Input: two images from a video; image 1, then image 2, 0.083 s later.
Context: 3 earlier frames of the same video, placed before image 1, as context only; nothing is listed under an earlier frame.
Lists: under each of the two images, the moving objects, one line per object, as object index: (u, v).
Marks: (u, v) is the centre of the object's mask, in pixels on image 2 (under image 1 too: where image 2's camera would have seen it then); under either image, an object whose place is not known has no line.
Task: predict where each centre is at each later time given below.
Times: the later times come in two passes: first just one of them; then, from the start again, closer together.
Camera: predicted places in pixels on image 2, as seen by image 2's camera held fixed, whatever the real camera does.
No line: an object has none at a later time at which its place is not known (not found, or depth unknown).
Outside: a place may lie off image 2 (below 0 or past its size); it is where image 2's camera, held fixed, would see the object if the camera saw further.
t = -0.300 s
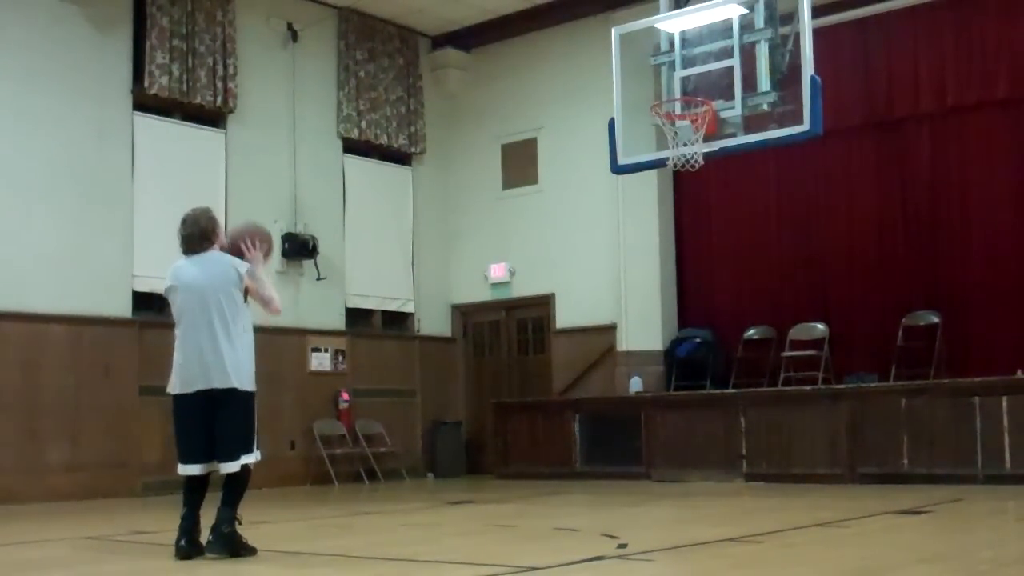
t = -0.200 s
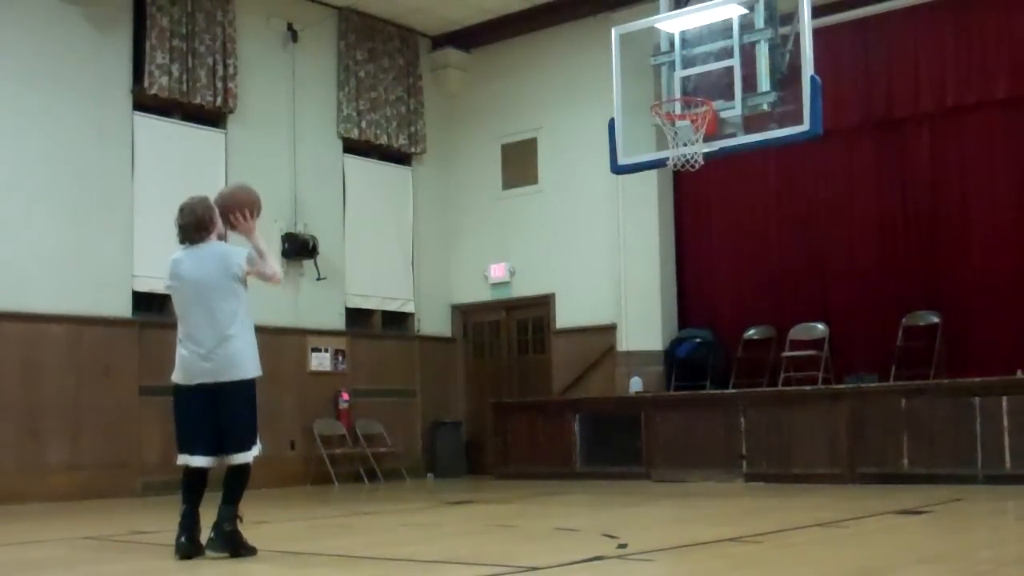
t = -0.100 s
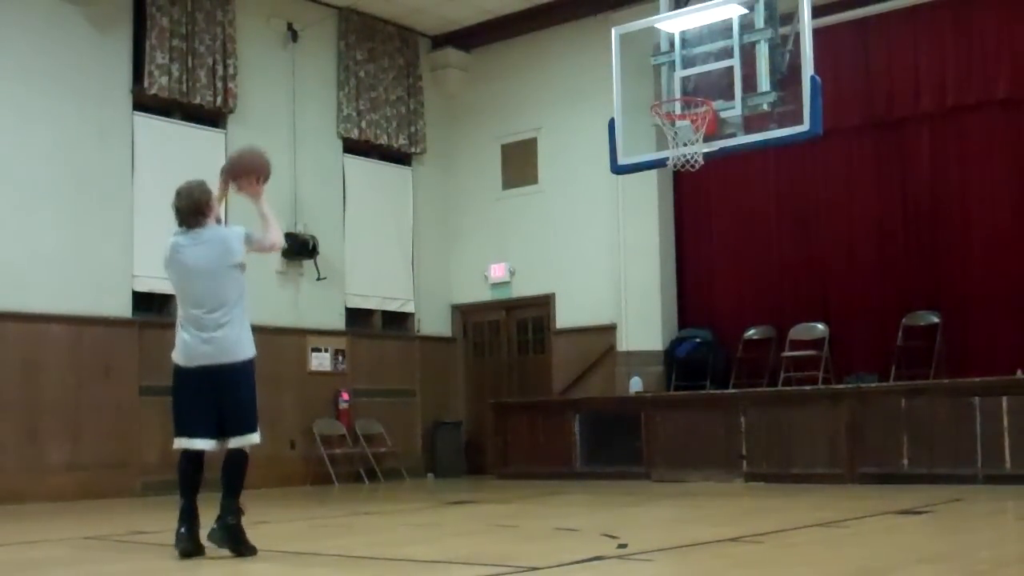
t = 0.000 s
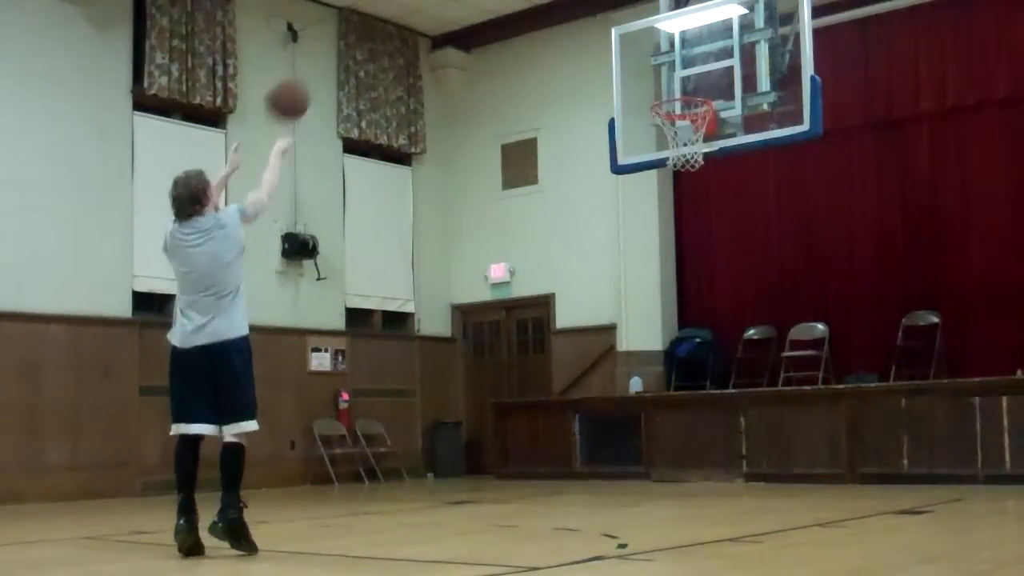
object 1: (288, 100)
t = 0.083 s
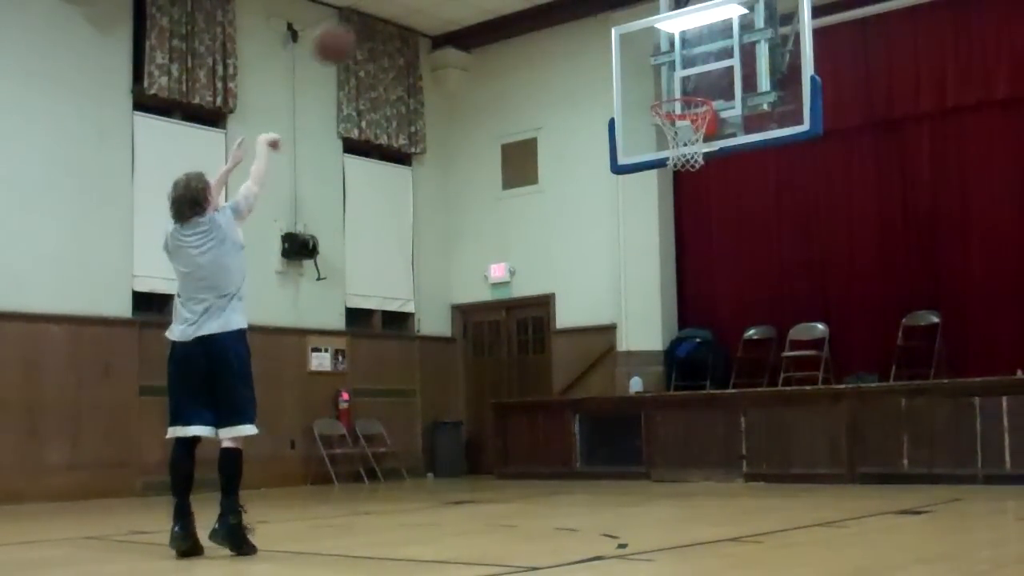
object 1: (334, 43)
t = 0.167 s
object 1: (375, 13)
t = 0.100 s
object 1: (342, 35)
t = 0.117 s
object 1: (351, 27)
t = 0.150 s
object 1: (364, 20)
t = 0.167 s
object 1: (375, 13)
